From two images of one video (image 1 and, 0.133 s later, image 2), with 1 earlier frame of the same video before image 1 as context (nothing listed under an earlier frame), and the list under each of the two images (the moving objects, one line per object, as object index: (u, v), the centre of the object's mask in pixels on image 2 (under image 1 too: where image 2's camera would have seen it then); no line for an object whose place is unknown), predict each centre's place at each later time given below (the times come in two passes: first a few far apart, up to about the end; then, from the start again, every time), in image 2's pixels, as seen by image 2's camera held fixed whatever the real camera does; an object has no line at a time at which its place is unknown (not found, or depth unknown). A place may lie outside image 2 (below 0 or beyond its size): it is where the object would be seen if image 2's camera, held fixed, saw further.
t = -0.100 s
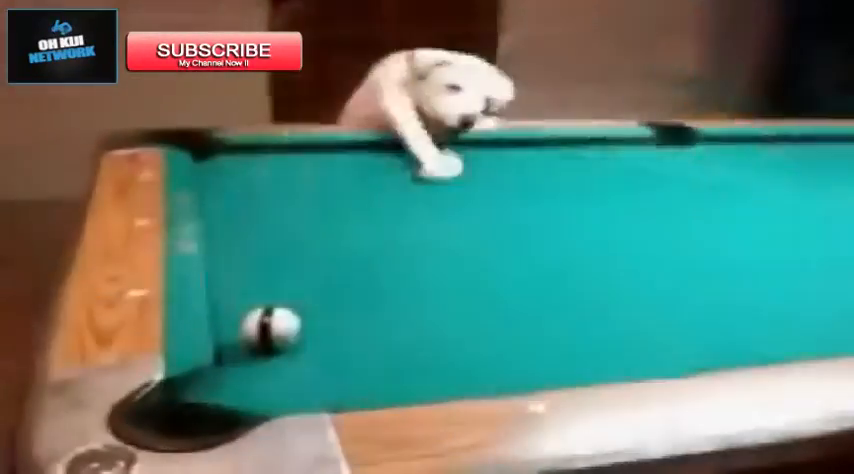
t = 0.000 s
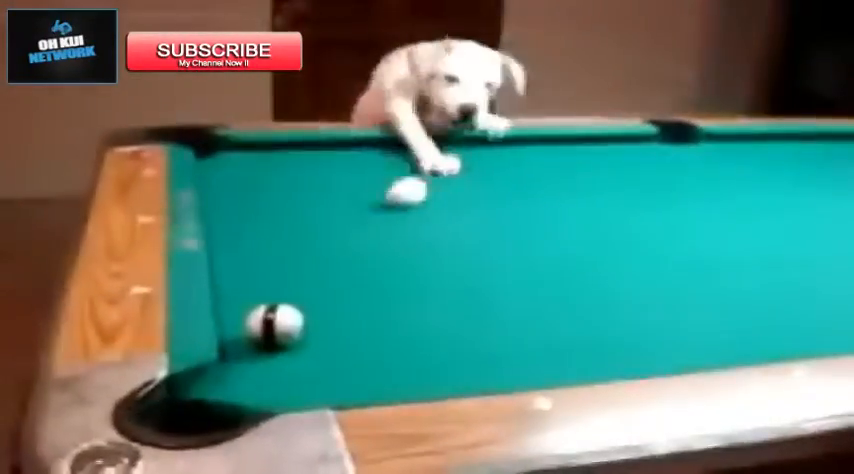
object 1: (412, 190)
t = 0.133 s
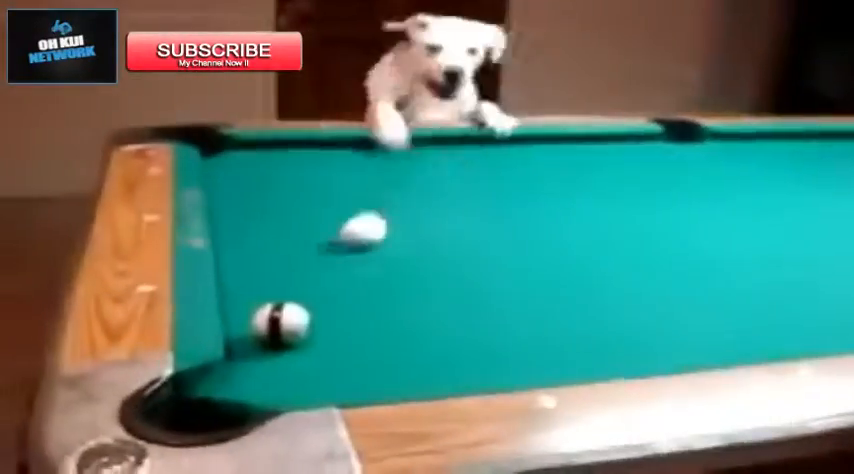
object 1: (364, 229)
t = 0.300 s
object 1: (286, 290)
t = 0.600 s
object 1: (316, 316)
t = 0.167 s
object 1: (350, 240)
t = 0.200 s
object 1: (336, 252)
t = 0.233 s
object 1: (320, 265)
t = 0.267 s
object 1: (304, 278)
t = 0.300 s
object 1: (286, 290)
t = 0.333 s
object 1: (265, 298)
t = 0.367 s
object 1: (249, 302)
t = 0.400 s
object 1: (254, 304)
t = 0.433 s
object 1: (267, 304)
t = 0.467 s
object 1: (278, 307)
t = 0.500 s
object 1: (287, 309)
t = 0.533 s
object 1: (297, 312)
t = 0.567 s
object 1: (306, 315)
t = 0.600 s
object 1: (316, 316)
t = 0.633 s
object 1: (327, 319)
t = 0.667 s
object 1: (336, 321)
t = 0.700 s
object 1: (346, 323)
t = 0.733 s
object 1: (356, 324)
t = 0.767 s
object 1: (366, 327)
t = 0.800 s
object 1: (375, 328)
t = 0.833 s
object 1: (386, 330)
